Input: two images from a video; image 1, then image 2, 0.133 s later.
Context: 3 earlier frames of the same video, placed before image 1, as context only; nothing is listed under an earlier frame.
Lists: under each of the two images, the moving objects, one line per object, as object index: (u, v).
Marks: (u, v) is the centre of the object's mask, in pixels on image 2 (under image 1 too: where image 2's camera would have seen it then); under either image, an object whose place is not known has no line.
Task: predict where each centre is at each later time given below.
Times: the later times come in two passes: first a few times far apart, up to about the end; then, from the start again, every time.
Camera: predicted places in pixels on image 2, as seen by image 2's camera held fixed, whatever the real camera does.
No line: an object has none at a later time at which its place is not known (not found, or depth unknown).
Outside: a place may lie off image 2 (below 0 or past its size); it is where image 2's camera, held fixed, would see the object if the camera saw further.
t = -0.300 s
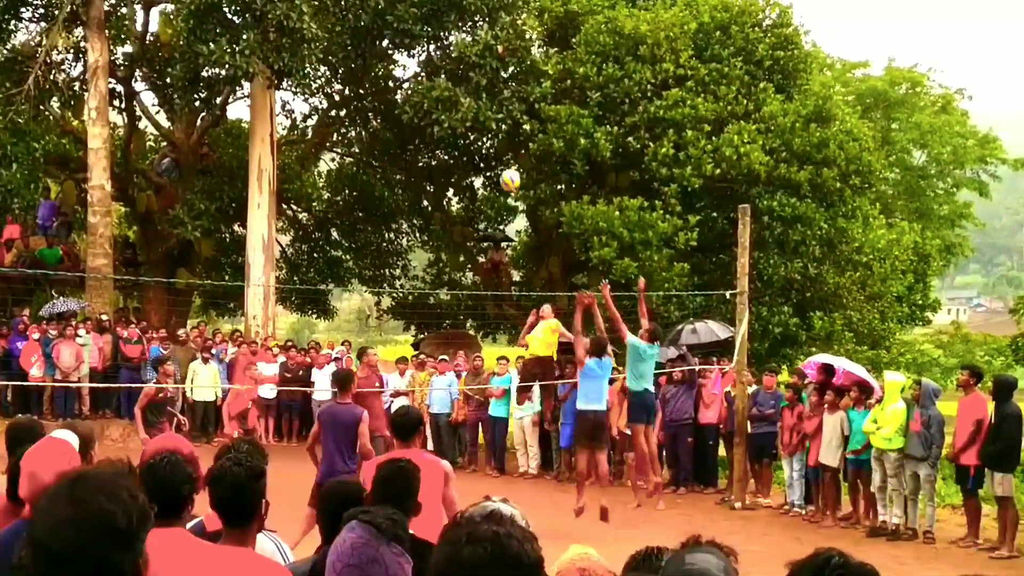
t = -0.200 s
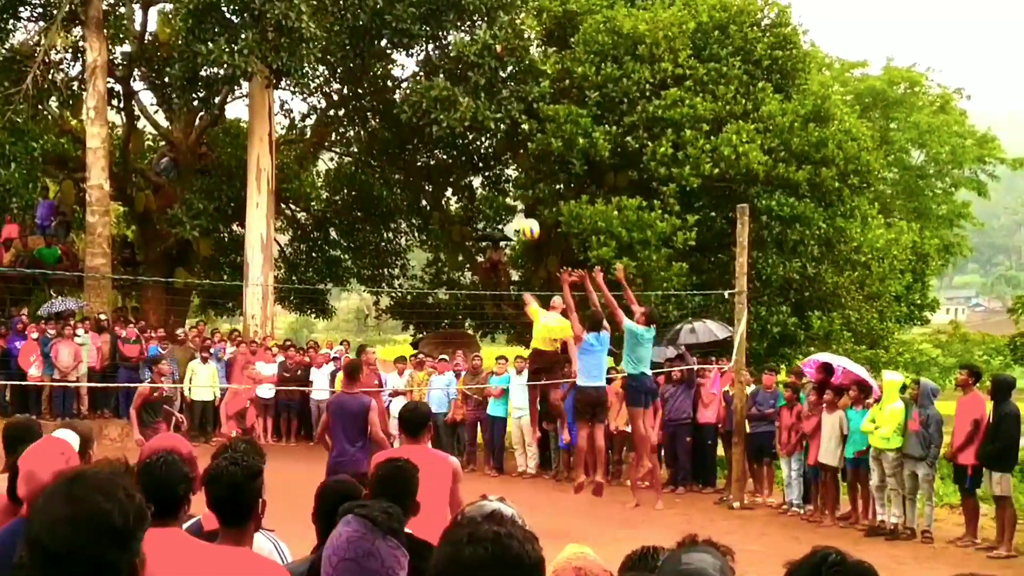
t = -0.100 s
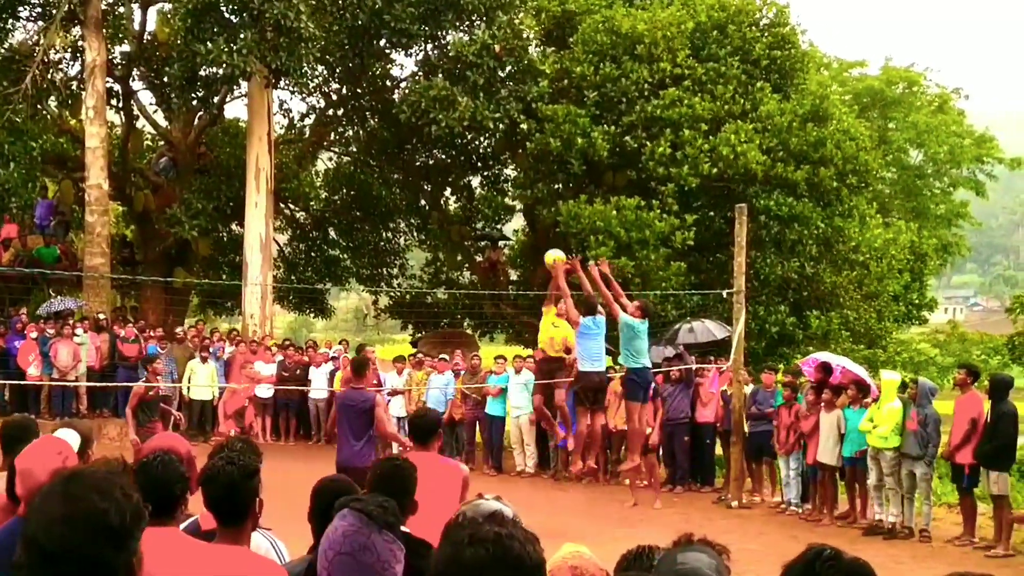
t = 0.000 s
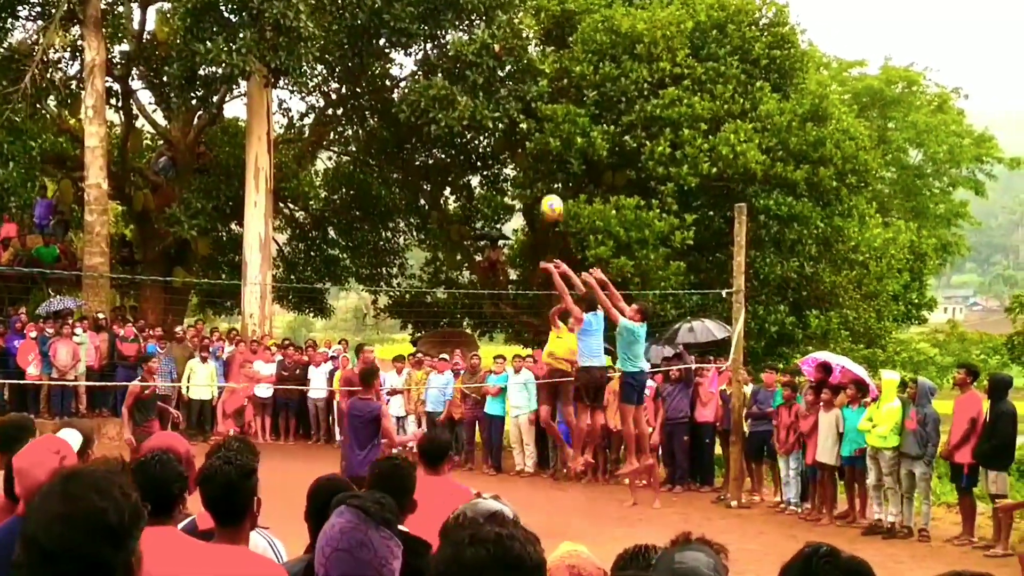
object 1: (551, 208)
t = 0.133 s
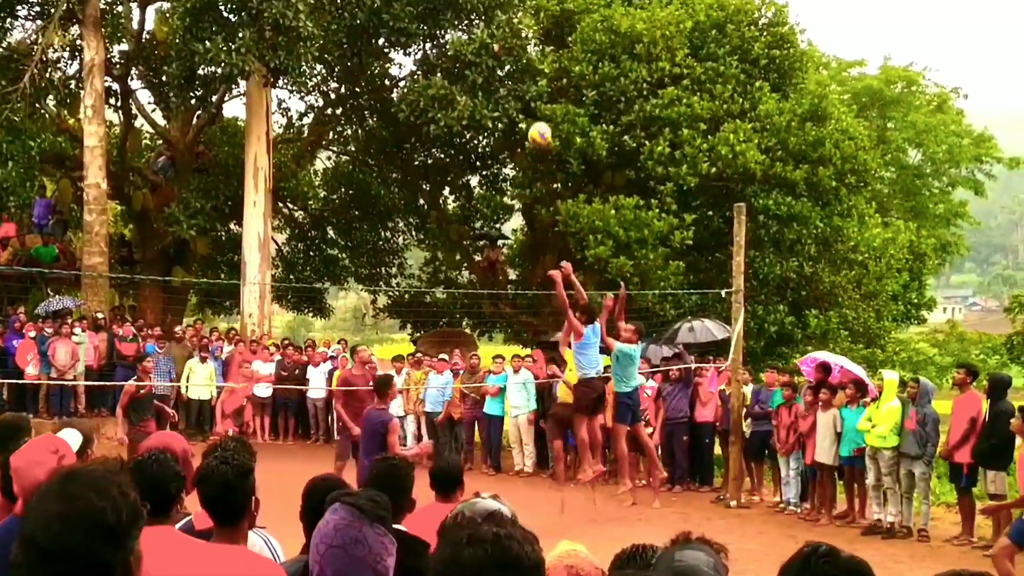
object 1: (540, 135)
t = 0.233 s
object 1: (531, 91)
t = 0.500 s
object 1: (508, 17)
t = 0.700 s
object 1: (489, 13)
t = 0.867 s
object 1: (474, 49)
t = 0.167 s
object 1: (537, 119)
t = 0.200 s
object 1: (534, 104)
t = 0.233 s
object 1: (531, 91)
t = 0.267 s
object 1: (528, 77)
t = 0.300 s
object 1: (525, 65)
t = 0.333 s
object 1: (523, 55)
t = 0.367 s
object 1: (519, 45)
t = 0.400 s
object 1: (517, 37)
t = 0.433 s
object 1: (513, 29)
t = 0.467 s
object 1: (512, 24)
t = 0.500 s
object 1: (508, 17)
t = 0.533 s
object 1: (505, 14)
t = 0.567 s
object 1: (502, 12)
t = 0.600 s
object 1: (499, 11)
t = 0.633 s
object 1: (496, 11)
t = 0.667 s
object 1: (492, 12)
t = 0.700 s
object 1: (489, 13)
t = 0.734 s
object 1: (487, 18)
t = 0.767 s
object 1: (483, 23)
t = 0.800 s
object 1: (480, 29)
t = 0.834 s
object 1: (477, 39)
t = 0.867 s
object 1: (474, 49)
